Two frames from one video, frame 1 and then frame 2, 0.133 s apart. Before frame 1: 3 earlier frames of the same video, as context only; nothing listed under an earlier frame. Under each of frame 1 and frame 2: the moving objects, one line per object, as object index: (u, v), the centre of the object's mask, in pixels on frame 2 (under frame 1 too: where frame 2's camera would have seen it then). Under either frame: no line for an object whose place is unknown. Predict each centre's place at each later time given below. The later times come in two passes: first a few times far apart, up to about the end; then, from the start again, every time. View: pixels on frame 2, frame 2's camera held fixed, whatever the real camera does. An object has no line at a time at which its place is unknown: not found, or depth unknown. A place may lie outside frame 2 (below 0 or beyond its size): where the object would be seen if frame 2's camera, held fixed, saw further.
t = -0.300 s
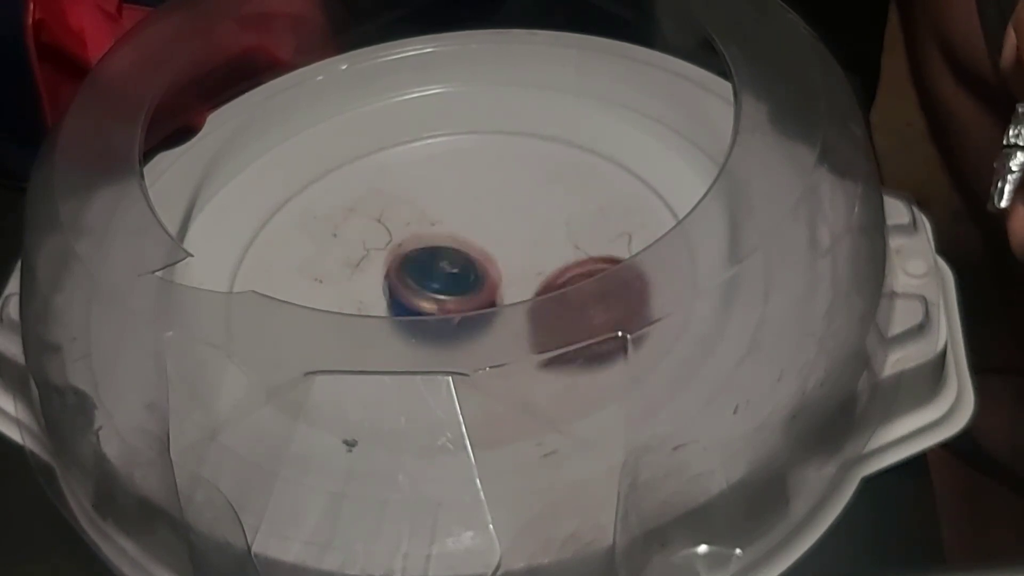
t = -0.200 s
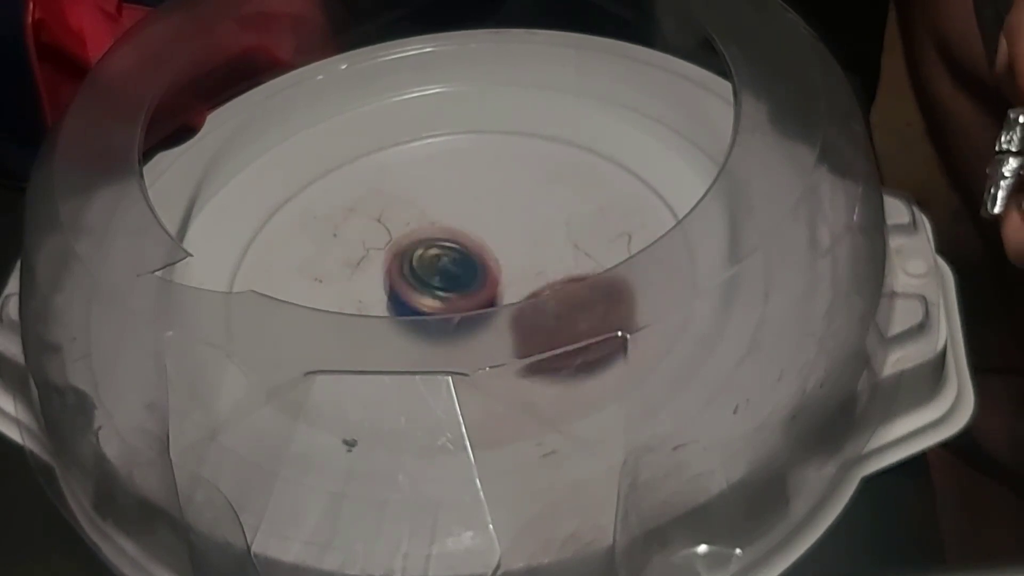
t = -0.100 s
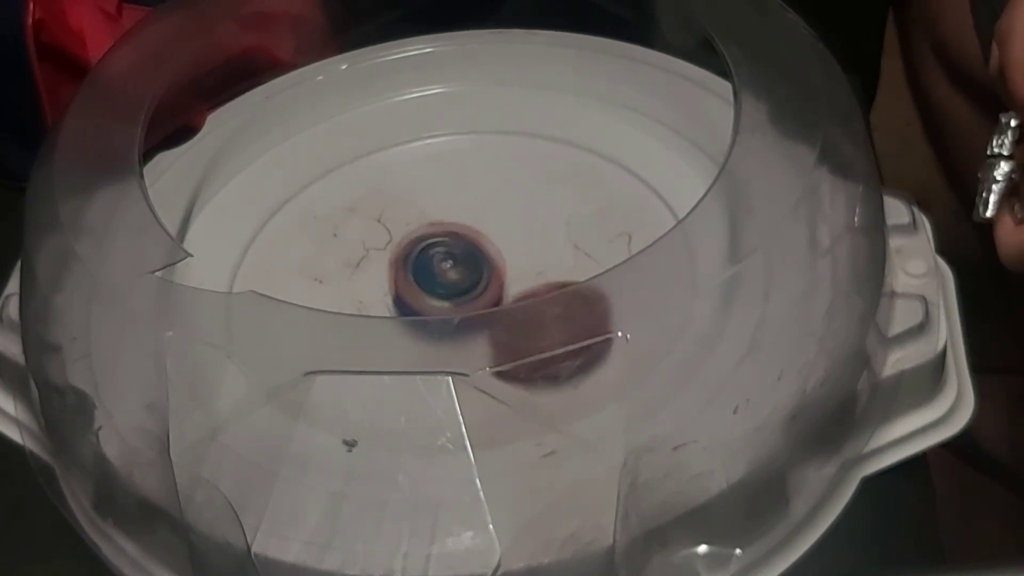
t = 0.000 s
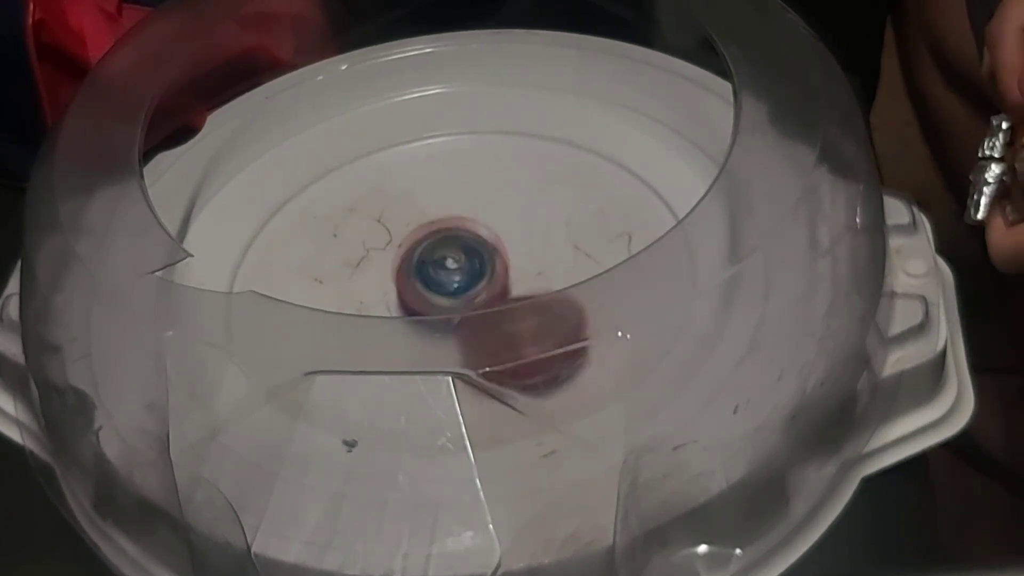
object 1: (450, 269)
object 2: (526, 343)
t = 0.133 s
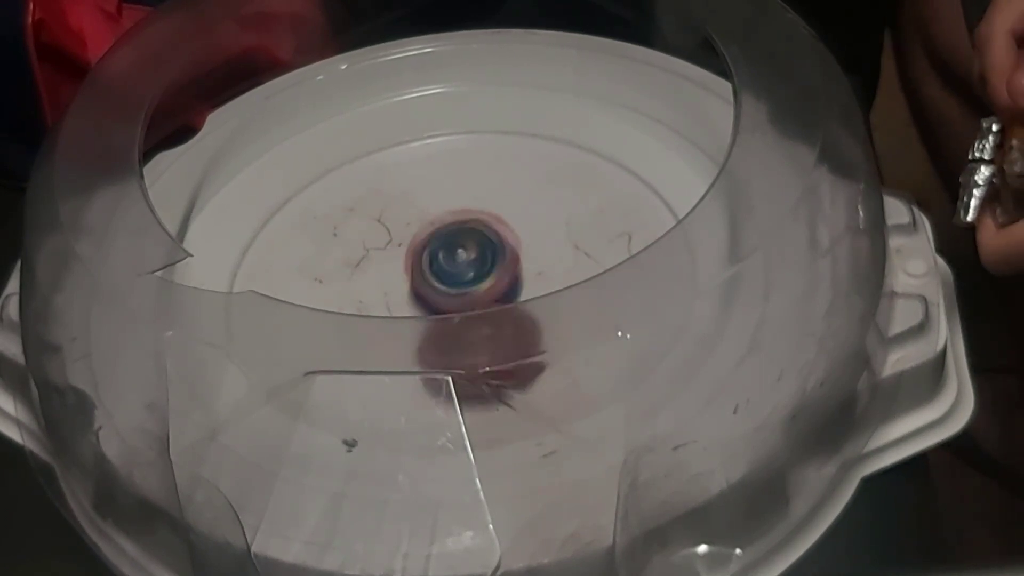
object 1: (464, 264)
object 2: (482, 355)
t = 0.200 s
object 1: (470, 255)
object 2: (463, 365)
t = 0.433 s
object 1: (478, 263)
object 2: (426, 370)
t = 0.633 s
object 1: (479, 263)
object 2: (399, 333)
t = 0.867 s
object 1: (500, 256)
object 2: (355, 282)
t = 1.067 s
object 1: (487, 258)
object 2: (337, 254)
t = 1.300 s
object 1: (482, 261)
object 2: (365, 223)
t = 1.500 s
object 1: (490, 270)
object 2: (396, 216)
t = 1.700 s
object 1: (498, 317)
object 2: (436, 218)
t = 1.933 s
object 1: (454, 330)
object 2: (487, 237)
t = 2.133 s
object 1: (409, 304)
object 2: (524, 255)
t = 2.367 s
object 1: (418, 272)
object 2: (537, 302)
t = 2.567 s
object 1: (474, 253)
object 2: (530, 335)
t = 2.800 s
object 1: (517, 259)
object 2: (480, 351)
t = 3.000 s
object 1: (520, 265)
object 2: (427, 342)
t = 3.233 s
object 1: (498, 264)
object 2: (404, 316)
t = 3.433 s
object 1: (510, 256)
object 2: (406, 269)
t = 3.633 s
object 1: (519, 252)
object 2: (410, 213)
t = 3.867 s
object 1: (507, 260)
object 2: (411, 231)
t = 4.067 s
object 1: (510, 265)
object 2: (419, 237)
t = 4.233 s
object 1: (514, 264)
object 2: (422, 238)
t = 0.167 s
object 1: (468, 260)
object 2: (472, 360)
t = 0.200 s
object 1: (470, 255)
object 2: (463, 365)
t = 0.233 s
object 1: (472, 255)
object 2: (458, 367)
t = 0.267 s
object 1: (477, 255)
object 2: (448, 373)
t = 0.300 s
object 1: (478, 257)
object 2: (443, 375)
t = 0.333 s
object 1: (478, 257)
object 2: (439, 374)
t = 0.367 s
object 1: (478, 261)
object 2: (431, 374)
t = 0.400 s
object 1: (478, 261)
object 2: (429, 373)
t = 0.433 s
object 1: (478, 263)
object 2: (426, 370)
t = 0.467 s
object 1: (476, 265)
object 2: (421, 367)
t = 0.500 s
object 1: (476, 266)
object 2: (419, 362)
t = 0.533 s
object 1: (473, 268)
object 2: (413, 357)
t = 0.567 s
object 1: (474, 268)
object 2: (411, 340)
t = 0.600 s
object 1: (473, 268)
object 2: (403, 336)
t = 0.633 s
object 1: (479, 263)
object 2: (399, 333)
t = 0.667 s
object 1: (483, 260)
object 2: (396, 327)
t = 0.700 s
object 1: (486, 258)
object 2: (394, 322)
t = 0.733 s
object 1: (488, 257)
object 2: (384, 294)
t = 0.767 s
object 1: (494, 257)
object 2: (374, 292)
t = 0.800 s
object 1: (497, 255)
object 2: (366, 289)
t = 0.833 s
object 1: (499, 255)
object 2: (361, 286)
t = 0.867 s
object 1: (500, 256)
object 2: (355, 282)
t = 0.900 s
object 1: (497, 258)
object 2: (351, 278)
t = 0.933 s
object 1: (494, 258)
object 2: (346, 274)
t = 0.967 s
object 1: (492, 257)
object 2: (343, 270)
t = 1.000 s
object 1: (492, 258)
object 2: (340, 265)
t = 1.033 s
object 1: (491, 258)
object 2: (338, 260)
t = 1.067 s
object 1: (487, 258)
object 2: (337, 254)
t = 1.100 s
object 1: (488, 258)
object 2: (338, 249)
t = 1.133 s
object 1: (487, 259)
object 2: (339, 243)
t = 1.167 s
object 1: (486, 260)
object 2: (342, 240)
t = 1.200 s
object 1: (485, 260)
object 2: (346, 235)
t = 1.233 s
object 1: (482, 261)
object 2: (353, 232)
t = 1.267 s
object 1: (484, 261)
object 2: (357, 228)
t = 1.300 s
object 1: (482, 261)
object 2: (365, 223)
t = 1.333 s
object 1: (480, 262)
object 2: (369, 220)
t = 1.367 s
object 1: (480, 262)
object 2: (376, 217)
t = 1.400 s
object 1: (487, 264)
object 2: (379, 213)
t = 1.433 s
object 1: (491, 266)
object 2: (384, 212)
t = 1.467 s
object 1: (491, 273)
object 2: (388, 214)
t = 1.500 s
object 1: (490, 270)
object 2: (396, 216)
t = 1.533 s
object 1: (490, 281)
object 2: (403, 221)
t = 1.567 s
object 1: (497, 291)
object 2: (408, 219)
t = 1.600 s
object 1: (500, 301)
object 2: (413, 218)
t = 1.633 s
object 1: (502, 308)
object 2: (418, 218)
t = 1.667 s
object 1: (501, 314)
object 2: (426, 216)
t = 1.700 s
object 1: (498, 317)
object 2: (436, 218)
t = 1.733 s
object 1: (495, 322)
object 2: (442, 219)
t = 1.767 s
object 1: (490, 324)
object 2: (450, 220)
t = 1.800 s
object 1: (485, 327)
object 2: (458, 222)
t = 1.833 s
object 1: (477, 330)
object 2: (465, 225)
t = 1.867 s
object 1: (469, 332)
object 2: (472, 229)
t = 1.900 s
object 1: (461, 332)
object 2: (480, 233)
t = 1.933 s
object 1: (454, 330)
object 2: (487, 237)
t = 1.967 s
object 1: (445, 328)
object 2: (493, 240)
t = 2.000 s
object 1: (436, 328)
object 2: (497, 244)
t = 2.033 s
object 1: (425, 324)
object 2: (506, 249)
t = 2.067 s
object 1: (416, 325)
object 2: (512, 252)
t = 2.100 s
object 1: (404, 297)
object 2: (517, 254)
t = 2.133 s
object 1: (409, 304)
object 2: (524, 255)
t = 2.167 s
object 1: (403, 293)
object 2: (528, 257)
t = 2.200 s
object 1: (403, 287)
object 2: (532, 272)
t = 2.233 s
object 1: (401, 284)
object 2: (534, 277)
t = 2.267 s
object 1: (403, 281)
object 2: (538, 283)
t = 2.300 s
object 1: (407, 278)
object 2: (539, 289)
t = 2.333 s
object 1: (412, 275)
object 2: (538, 295)
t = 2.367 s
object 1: (418, 272)
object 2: (537, 302)
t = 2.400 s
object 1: (428, 268)
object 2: (539, 311)
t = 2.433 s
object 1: (436, 264)
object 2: (537, 316)
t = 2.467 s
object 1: (445, 259)
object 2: (535, 320)
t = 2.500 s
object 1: (453, 257)
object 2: (533, 326)
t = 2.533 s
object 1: (463, 255)
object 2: (531, 330)
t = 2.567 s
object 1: (474, 253)
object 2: (530, 335)
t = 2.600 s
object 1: (482, 252)
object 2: (527, 337)
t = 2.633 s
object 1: (490, 253)
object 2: (521, 339)
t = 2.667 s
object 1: (497, 254)
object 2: (513, 343)
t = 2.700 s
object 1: (506, 255)
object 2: (505, 346)
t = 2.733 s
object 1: (510, 257)
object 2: (496, 350)
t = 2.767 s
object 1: (514, 259)
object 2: (490, 349)
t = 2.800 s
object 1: (517, 259)
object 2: (480, 351)
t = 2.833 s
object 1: (519, 262)
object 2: (471, 354)
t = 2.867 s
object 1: (520, 265)
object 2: (467, 352)
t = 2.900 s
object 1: (519, 266)
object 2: (457, 349)
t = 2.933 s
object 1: (519, 267)
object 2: (438, 344)
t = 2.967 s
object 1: (520, 266)
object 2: (432, 345)
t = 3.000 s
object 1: (520, 265)
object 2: (427, 342)
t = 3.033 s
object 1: (519, 264)
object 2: (420, 339)
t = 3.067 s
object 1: (517, 262)
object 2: (413, 337)
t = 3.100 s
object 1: (511, 262)
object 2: (411, 334)
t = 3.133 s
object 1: (508, 262)
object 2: (408, 329)
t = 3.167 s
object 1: (504, 262)
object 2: (404, 325)
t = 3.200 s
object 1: (500, 263)
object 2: (405, 320)
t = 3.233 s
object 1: (498, 264)
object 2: (404, 316)
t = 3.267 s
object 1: (502, 263)
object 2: (392, 288)
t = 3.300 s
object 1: (503, 258)
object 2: (390, 286)
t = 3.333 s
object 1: (502, 255)
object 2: (396, 282)
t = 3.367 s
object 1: (501, 255)
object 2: (397, 278)
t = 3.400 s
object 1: (504, 255)
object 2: (401, 275)
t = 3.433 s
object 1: (510, 256)
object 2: (406, 269)
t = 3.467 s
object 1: (513, 256)
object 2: (411, 258)
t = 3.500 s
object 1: (516, 256)
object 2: (413, 241)
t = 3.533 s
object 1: (520, 255)
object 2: (415, 231)
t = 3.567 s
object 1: (521, 253)
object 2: (414, 220)
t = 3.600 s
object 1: (521, 252)
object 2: (413, 215)
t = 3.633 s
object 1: (519, 252)
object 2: (410, 213)
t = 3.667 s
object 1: (516, 254)
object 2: (408, 211)
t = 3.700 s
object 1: (511, 256)
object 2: (410, 211)
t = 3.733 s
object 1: (508, 258)
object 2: (410, 217)
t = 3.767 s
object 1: (506, 259)
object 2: (407, 222)
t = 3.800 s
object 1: (506, 260)
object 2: (406, 225)
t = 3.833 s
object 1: (507, 260)
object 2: (408, 229)
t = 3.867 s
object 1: (507, 260)
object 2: (411, 231)
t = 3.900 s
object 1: (508, 261)
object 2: (411, 232)
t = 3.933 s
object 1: (508, 262)
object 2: (413, 233)
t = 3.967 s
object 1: (508, 263)
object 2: (416, 235)
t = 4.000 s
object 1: (509, 265)
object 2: (417, 235)
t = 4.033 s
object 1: (509, 265)
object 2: (418, 236)
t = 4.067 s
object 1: (510, 265)
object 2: (419, 237)
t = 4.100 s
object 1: (511, 265)
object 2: (419, 237)
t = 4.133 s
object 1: (512, 265)
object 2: (420, 237)
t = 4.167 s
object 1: (513, 265)
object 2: (421, 238)
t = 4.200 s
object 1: (514, 264)
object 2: (422, 238)
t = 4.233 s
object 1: (514, 264)
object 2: (422, 238)
